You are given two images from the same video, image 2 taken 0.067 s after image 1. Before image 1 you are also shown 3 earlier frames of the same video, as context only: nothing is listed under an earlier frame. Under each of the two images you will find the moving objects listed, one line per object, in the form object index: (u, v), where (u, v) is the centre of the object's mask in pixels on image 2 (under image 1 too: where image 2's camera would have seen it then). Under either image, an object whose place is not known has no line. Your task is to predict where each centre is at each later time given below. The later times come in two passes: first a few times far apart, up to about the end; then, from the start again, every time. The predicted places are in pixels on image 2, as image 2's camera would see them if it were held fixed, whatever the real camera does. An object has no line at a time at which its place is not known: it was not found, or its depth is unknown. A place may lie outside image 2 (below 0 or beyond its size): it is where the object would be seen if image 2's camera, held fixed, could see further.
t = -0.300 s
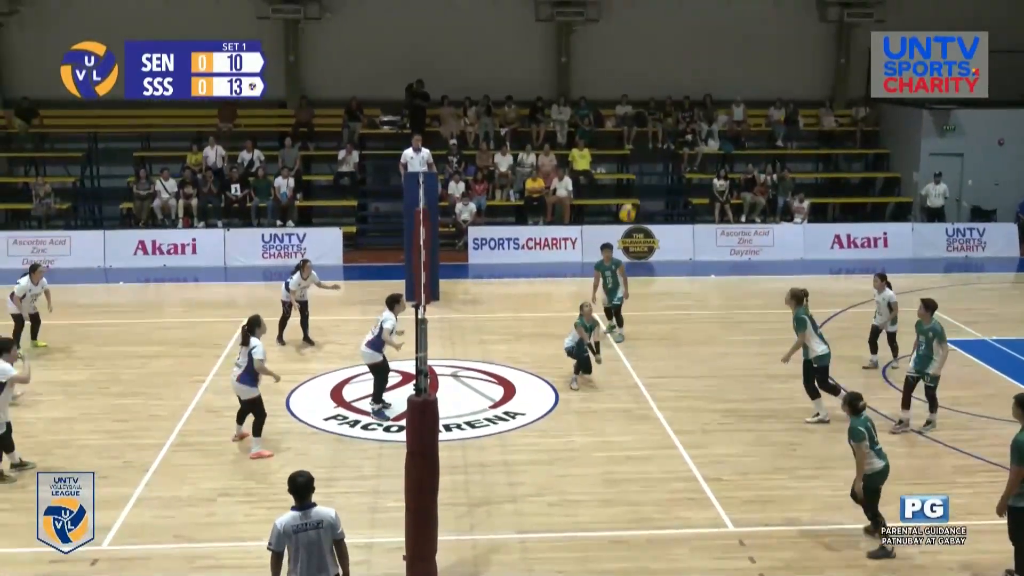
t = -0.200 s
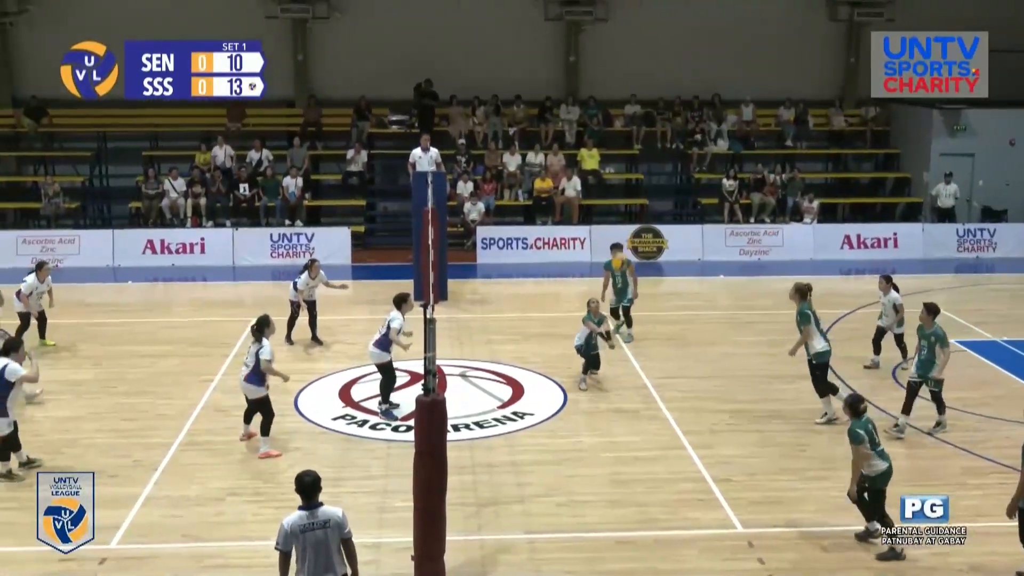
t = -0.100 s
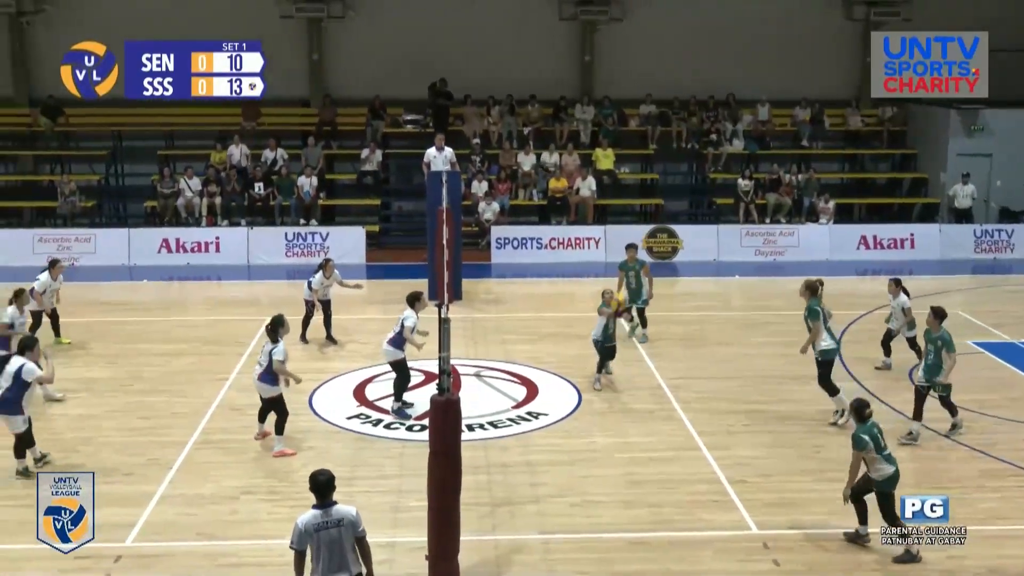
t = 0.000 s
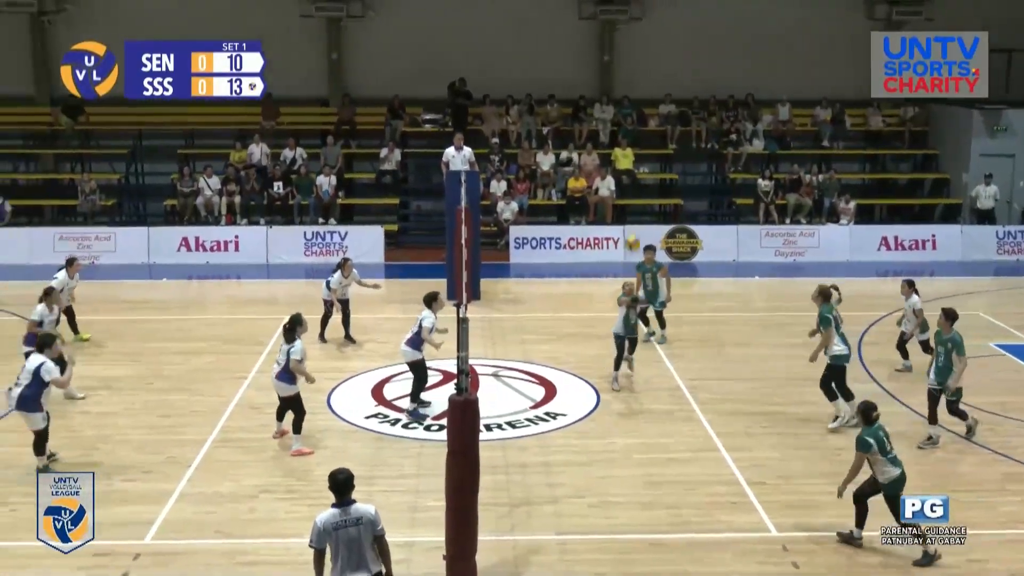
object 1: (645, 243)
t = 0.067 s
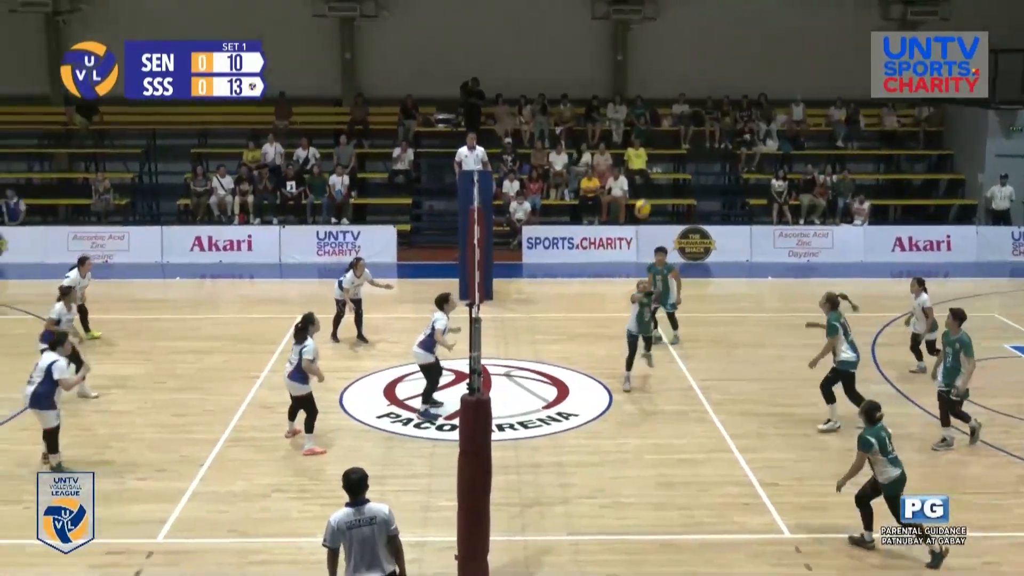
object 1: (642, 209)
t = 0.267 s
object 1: (633, 121)
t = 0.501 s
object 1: (621, 58)
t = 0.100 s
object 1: (641, 191)
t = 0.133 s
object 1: (639, 177)
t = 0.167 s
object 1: (637, 162)
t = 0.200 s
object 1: (636, 145)
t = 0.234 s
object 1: (634, 133)
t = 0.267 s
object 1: (633, 121)
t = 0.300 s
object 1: (632, 109)
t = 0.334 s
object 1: (630, 99)
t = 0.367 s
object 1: (628, 89)
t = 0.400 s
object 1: (626, 79)
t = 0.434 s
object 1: (624, 72)
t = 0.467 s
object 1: (622, 64)
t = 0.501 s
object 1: (621, 58)
